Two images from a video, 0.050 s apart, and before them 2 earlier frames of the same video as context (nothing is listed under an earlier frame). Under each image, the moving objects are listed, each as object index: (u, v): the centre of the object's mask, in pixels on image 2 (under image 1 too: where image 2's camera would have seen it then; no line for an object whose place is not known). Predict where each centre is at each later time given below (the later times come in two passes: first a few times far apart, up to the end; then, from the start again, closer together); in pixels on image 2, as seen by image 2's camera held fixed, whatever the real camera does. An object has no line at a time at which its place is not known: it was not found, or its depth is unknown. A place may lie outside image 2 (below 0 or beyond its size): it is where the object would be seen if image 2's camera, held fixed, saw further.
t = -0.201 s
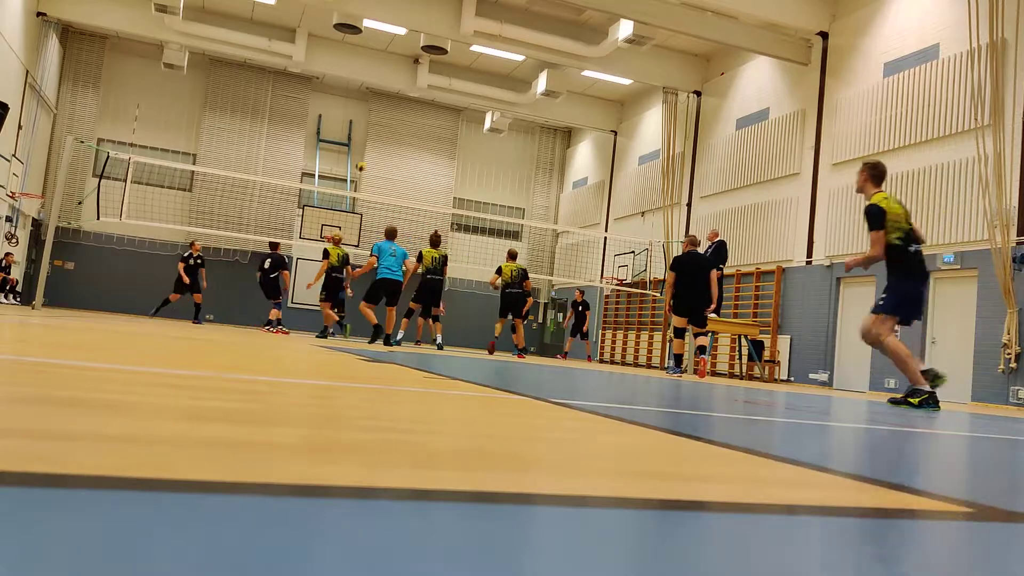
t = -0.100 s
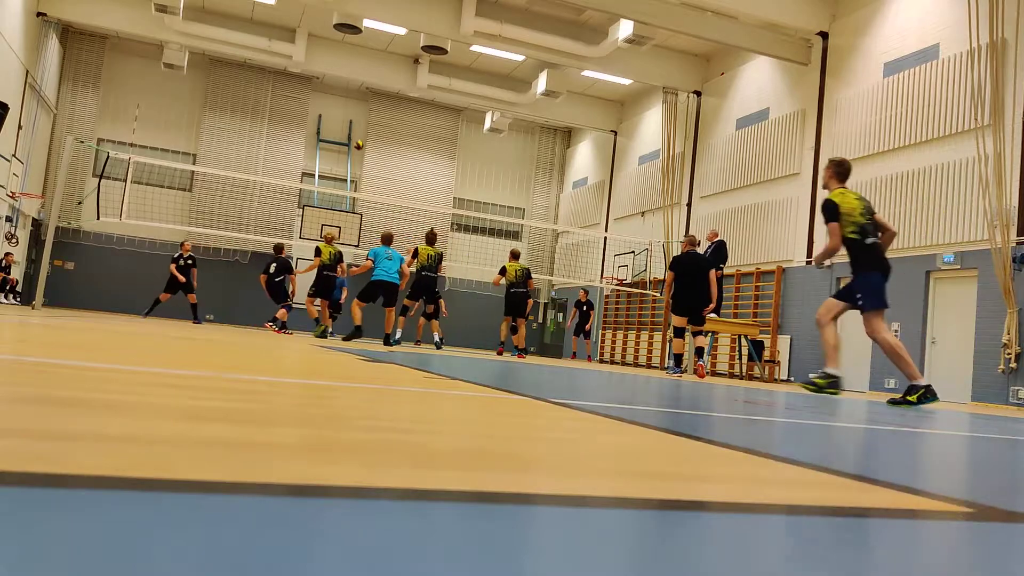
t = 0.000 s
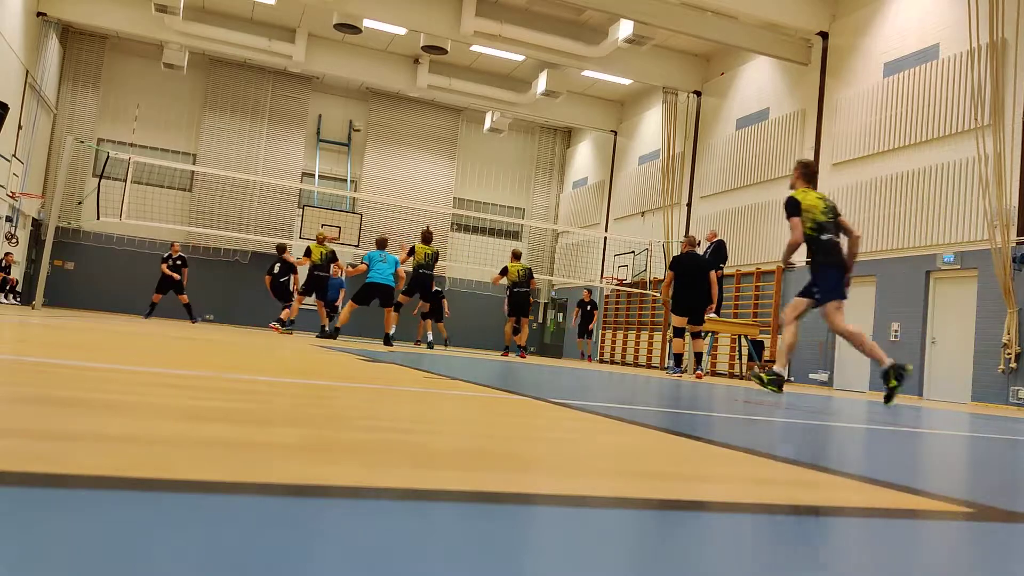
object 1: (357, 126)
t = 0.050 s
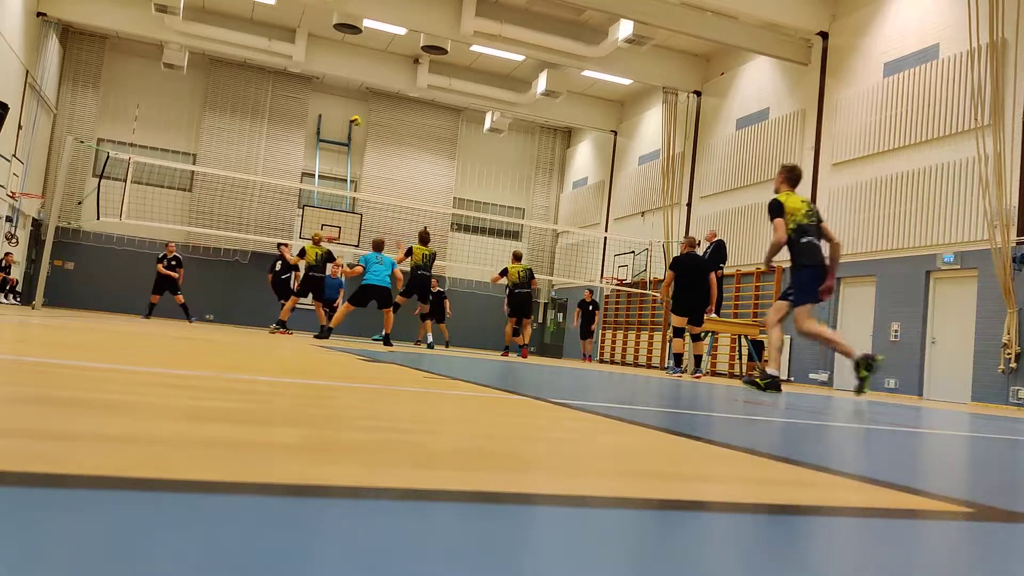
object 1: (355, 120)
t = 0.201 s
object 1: (351, 105)
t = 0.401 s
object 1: (342, 100)
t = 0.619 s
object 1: (331, 117)
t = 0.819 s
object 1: (317, 156)
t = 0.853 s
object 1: (313, 165)
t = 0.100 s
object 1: (354, 114)
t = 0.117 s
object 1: (353, 112)
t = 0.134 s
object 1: (353, 110)
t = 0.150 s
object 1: (353, 109)
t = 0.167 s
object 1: (352, 107)
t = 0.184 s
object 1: (352, 106)
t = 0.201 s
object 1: (351, 105)
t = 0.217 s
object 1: (350, 104)
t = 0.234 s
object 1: (350, 103)
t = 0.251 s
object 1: (350, 102)
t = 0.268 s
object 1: (349, 102)
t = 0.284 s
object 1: (348, 101)
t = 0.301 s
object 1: (347, 100)
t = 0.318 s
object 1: (346, 100)
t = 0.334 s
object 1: (346, 100)
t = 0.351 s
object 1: (345, 100)
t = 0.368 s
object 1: (344, 100)
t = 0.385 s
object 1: (344, 100)
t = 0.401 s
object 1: (342, 100)
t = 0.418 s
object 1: (342, 100)
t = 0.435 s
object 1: (341, 102)
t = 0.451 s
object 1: (341, 102)
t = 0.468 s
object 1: (340, 103)
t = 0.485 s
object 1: (339, 104)
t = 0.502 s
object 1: (338, 105)
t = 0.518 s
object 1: (336, 107)
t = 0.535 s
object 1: (336, 108)
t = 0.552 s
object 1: (335, 110)
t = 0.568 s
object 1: (334, 111)
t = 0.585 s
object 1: (333, 113)
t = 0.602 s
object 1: (331, 115)
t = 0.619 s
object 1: (331, 117)
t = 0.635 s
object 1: (330, 120)
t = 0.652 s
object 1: (328, 122)
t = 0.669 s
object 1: (327, 125)
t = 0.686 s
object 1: (326, 127)
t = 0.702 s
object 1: (326, 130)
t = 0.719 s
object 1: (324, 133)
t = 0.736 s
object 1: (323, 136)
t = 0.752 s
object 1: (322, 140)
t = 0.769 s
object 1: (321, 144)
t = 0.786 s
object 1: (319, 147)
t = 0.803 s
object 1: (319, 151)
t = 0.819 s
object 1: (317, 156)
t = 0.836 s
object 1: (315, 160)
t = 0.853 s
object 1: (313, 165)
